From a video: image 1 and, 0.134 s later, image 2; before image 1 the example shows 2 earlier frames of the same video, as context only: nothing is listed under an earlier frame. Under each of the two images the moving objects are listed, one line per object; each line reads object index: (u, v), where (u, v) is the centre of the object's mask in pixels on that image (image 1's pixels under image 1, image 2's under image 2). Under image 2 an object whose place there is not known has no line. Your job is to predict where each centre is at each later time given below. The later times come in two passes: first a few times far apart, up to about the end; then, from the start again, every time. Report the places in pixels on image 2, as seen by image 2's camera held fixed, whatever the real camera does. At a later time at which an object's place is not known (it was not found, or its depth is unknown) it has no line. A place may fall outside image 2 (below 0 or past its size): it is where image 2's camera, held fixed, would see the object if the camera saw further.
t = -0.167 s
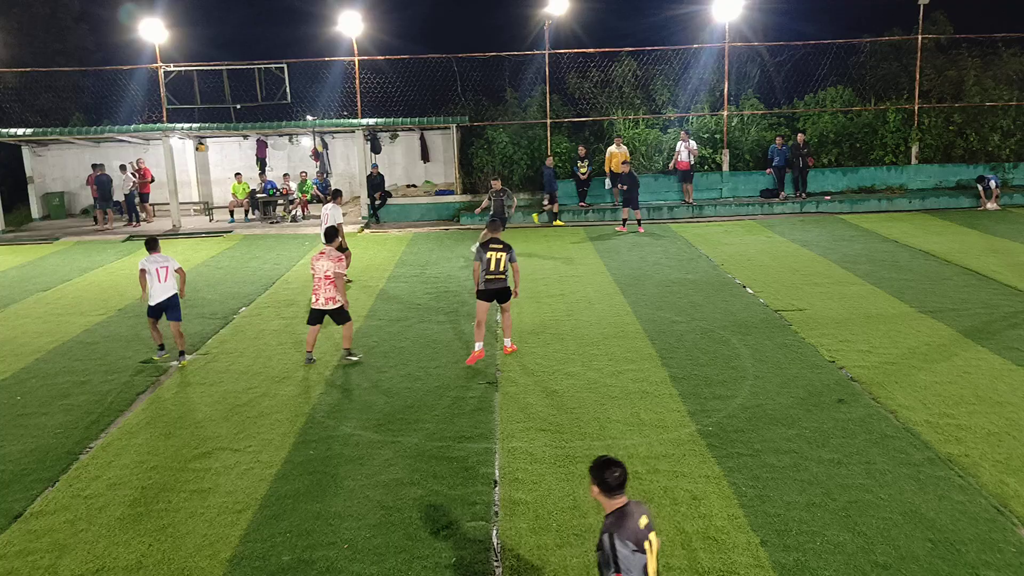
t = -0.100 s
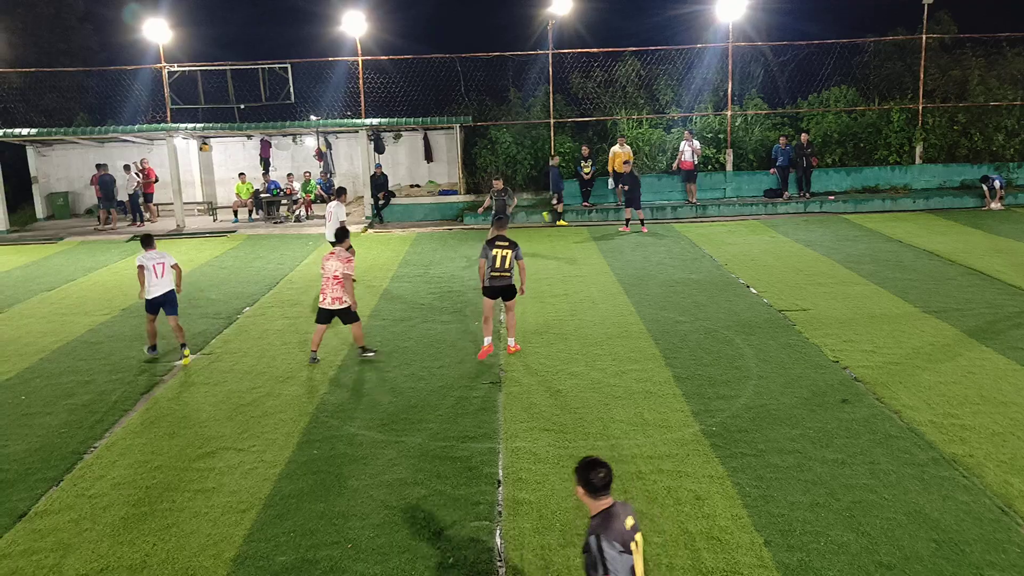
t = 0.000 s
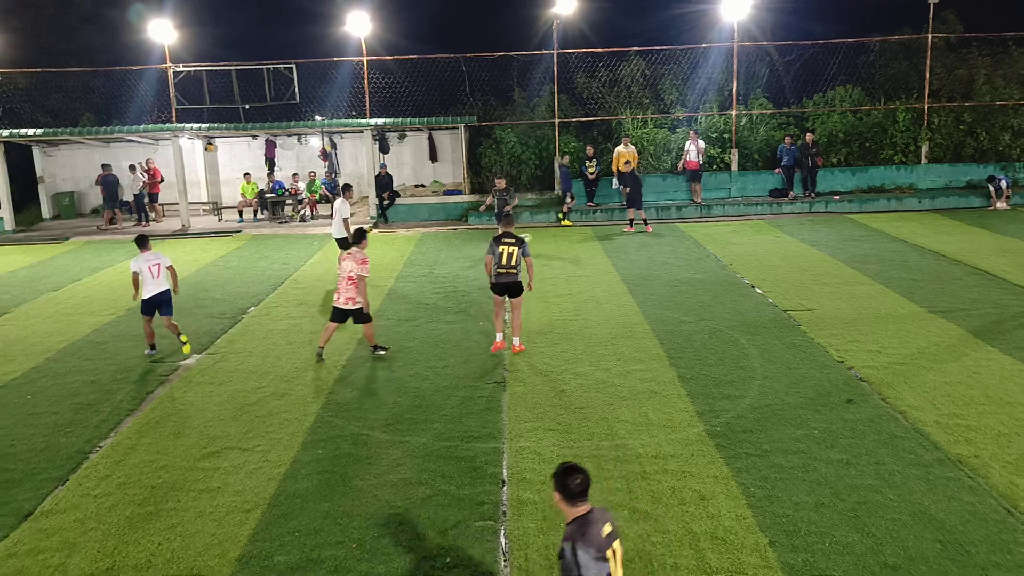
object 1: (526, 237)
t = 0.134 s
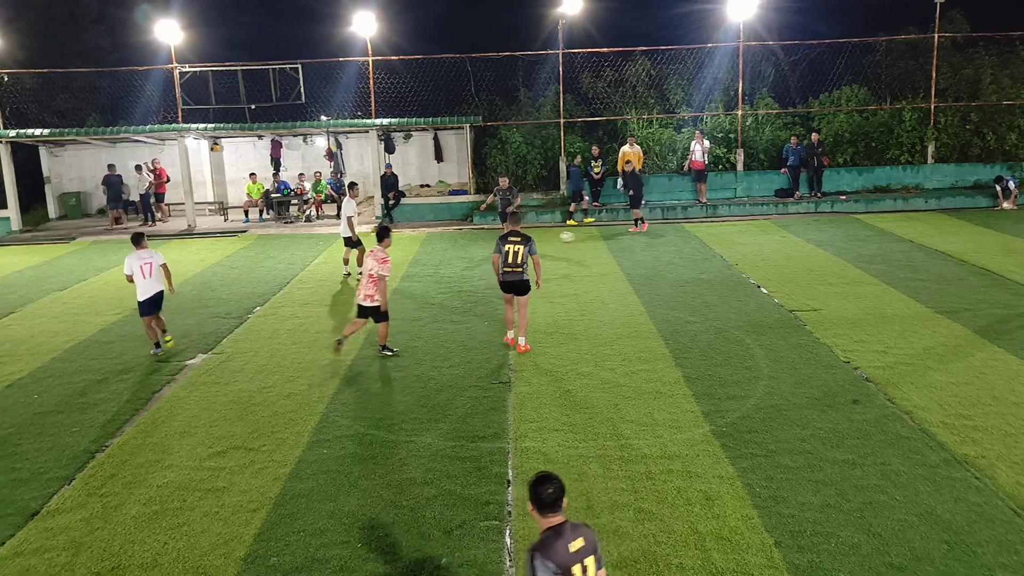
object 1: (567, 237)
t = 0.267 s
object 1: (608, 245)
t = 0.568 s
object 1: (709, 283)
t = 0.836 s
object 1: (795, 299)
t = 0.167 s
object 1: (576, 237)
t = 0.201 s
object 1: (586, 239)
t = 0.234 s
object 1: (597, 242)
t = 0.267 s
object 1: (608, 245)
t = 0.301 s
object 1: (619, 250)
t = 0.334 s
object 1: (631, 255)
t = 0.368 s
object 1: (641, 259)
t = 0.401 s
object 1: (654, 266)
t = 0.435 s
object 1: (665, 272)
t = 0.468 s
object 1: (678, 280)
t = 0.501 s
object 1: (689, 285)
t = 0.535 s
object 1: (699, 284)
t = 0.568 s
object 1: (709, 283)
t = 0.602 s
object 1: (720, 282)
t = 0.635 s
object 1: (730, 282)
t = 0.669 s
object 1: (740, 282)
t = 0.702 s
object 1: (751, 284)
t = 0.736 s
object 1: (762, 287)
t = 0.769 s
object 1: (773, 290)
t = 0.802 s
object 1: (784, 294)
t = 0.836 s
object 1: (795, 299)
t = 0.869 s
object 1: (806, 305)
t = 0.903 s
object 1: (818, 311)
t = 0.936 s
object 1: (827, 312)
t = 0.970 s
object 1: (835, 311)
